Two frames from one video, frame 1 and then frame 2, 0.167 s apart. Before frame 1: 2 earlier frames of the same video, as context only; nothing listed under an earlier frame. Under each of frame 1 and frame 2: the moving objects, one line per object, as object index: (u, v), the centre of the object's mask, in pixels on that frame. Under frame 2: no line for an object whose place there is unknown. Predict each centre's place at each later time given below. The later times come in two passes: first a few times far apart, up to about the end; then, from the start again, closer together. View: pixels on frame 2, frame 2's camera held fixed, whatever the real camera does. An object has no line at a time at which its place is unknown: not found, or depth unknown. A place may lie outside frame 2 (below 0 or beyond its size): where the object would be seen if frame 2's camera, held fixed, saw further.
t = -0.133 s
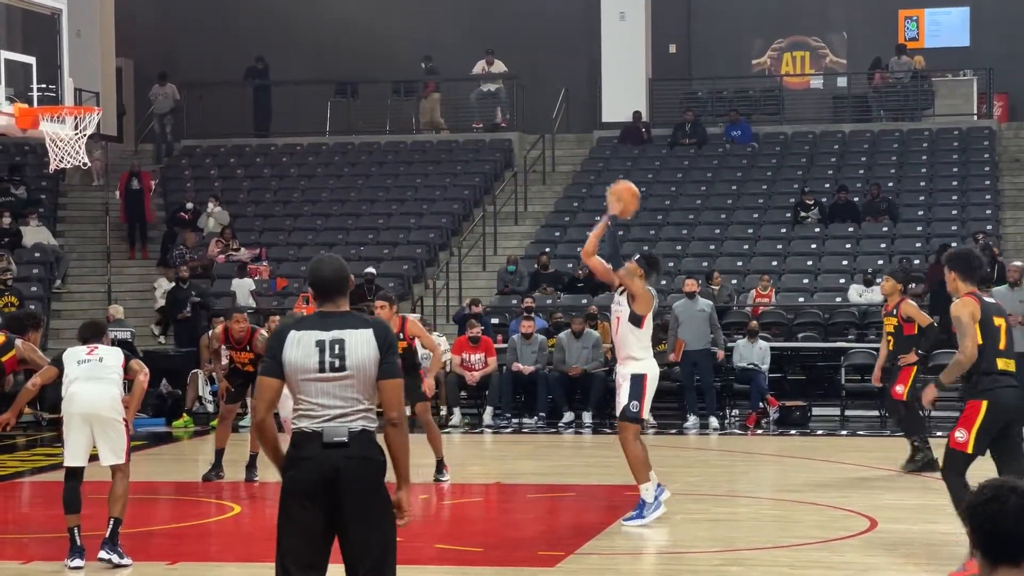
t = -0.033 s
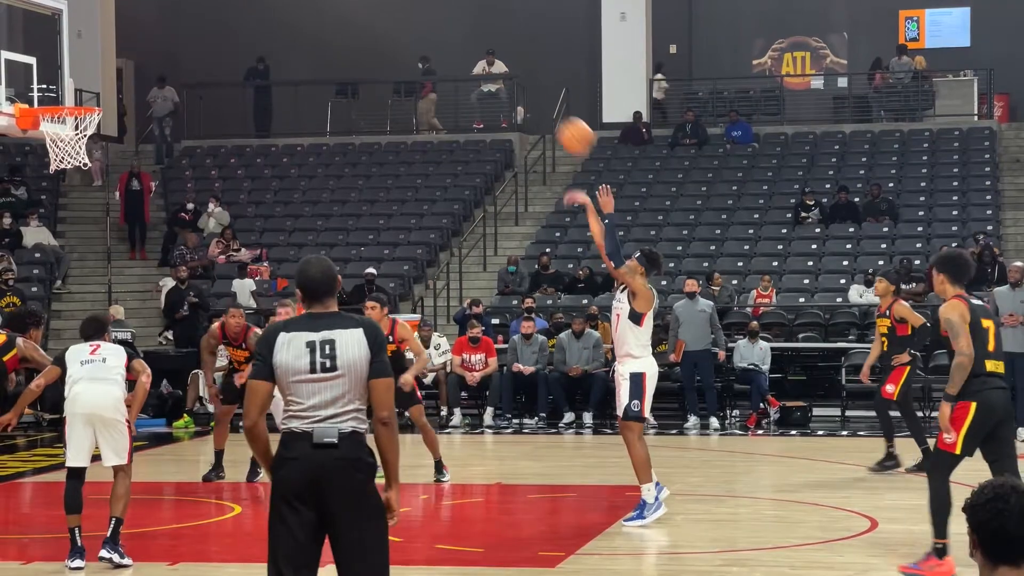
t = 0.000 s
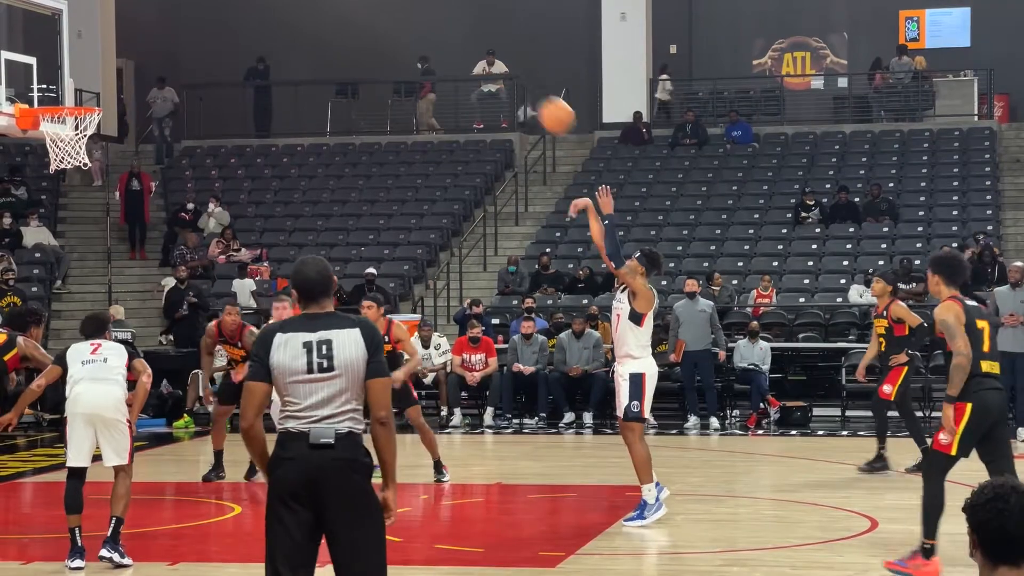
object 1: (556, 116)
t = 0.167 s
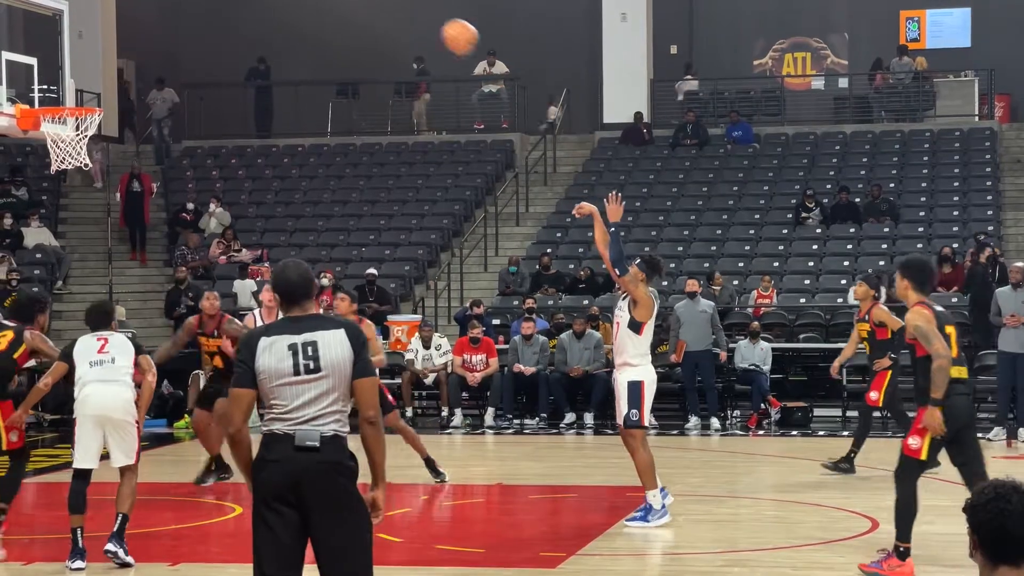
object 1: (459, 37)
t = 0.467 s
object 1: (294, 2)
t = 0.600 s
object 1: (222, 9)
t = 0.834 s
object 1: (104, 85)
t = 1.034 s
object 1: (74, 131)
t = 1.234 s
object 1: (101, 180)
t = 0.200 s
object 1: (441, 26)
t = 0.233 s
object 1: (422, 16)
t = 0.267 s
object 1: (403, 11)
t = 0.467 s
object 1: (294, 2)
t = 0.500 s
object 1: (274, 3)
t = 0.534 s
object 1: (257, 4)
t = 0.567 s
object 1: (239, 6)
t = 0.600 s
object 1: (222, 9)
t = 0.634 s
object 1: (205, 13)
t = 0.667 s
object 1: (187, 21)
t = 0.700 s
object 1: (170, 31)
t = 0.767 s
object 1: (138, 54)
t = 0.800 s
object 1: (121, 69)
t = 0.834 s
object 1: (104, 85)
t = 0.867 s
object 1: (89, 96)
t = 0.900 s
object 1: (75, 99)
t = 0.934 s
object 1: (60, 109)
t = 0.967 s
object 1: (56, 126)
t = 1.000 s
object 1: (65, 125)
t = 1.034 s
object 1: (74, 131)
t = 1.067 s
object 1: (81, 142)
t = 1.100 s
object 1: (87, 151)
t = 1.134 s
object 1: (90, 159)
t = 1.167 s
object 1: (93, 162)
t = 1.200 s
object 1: (97, 171)
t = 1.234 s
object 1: (101, 180)
